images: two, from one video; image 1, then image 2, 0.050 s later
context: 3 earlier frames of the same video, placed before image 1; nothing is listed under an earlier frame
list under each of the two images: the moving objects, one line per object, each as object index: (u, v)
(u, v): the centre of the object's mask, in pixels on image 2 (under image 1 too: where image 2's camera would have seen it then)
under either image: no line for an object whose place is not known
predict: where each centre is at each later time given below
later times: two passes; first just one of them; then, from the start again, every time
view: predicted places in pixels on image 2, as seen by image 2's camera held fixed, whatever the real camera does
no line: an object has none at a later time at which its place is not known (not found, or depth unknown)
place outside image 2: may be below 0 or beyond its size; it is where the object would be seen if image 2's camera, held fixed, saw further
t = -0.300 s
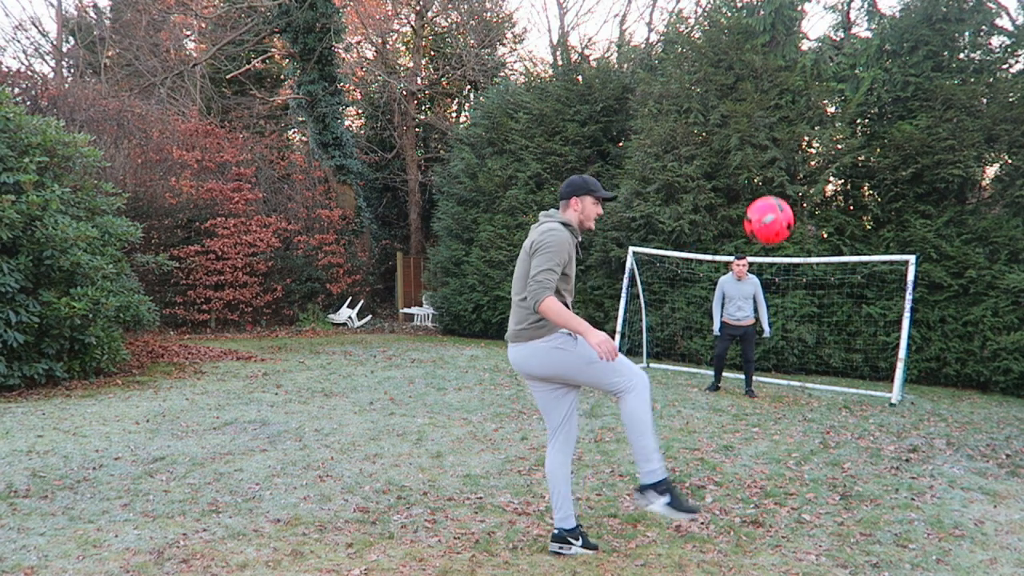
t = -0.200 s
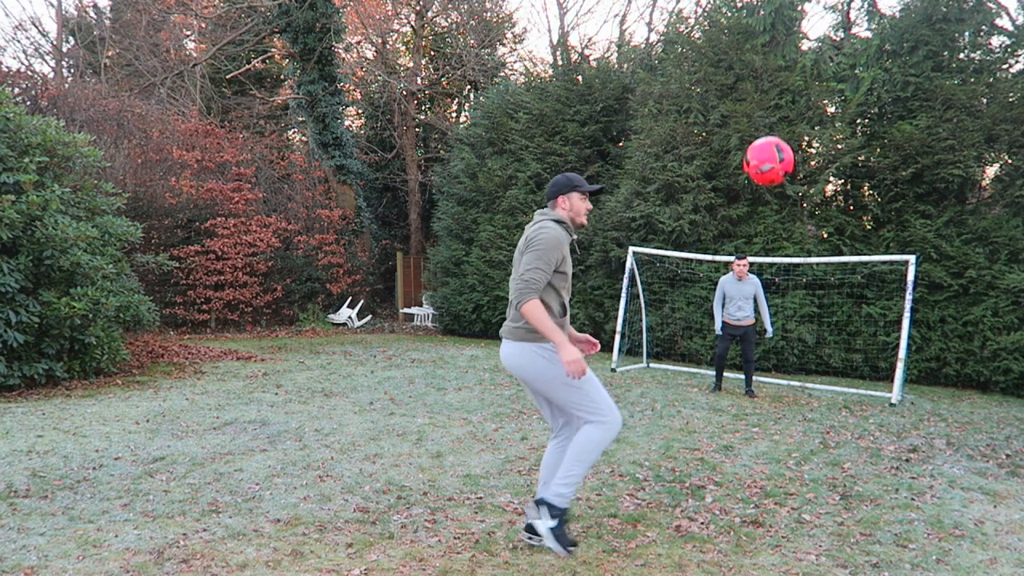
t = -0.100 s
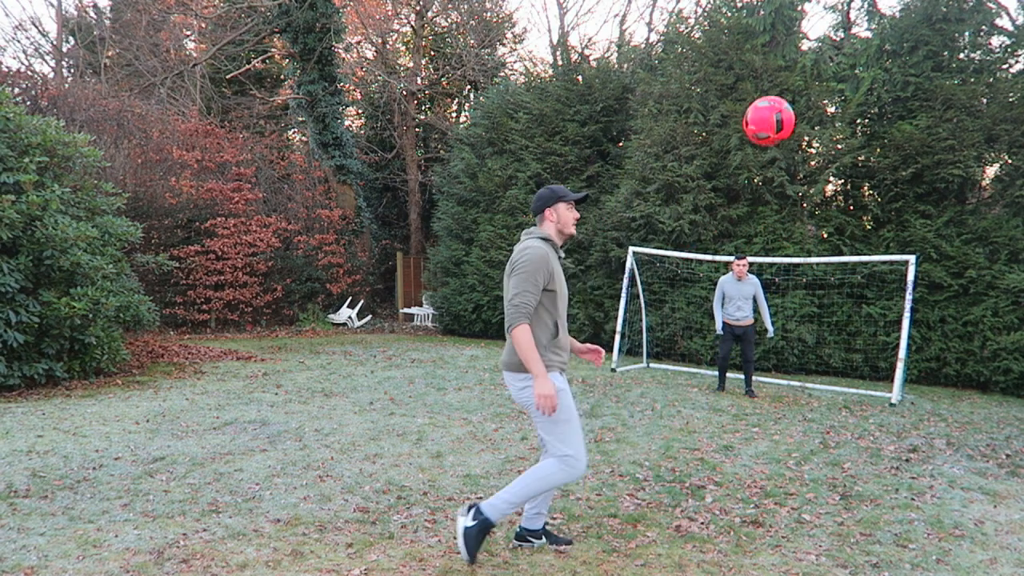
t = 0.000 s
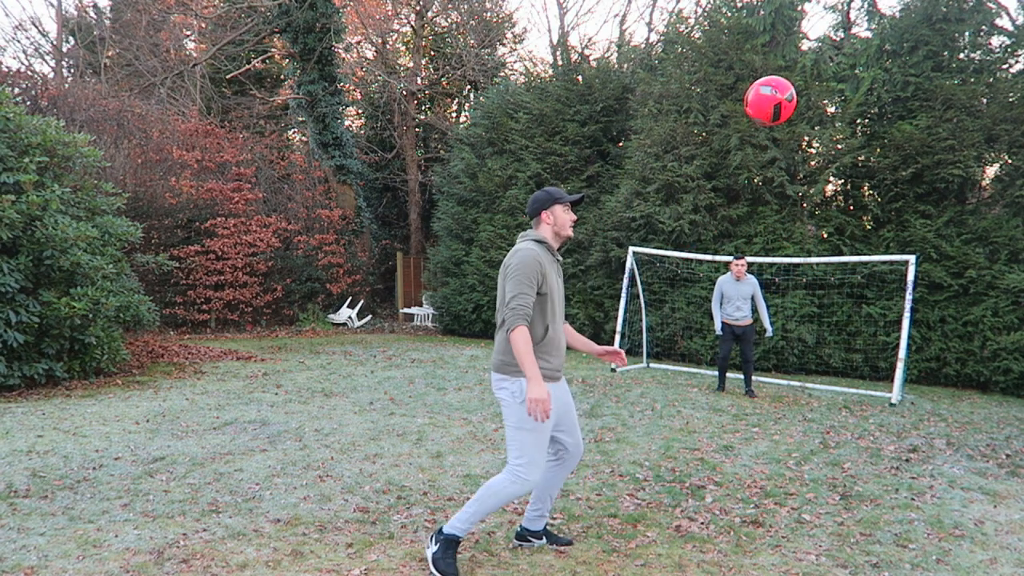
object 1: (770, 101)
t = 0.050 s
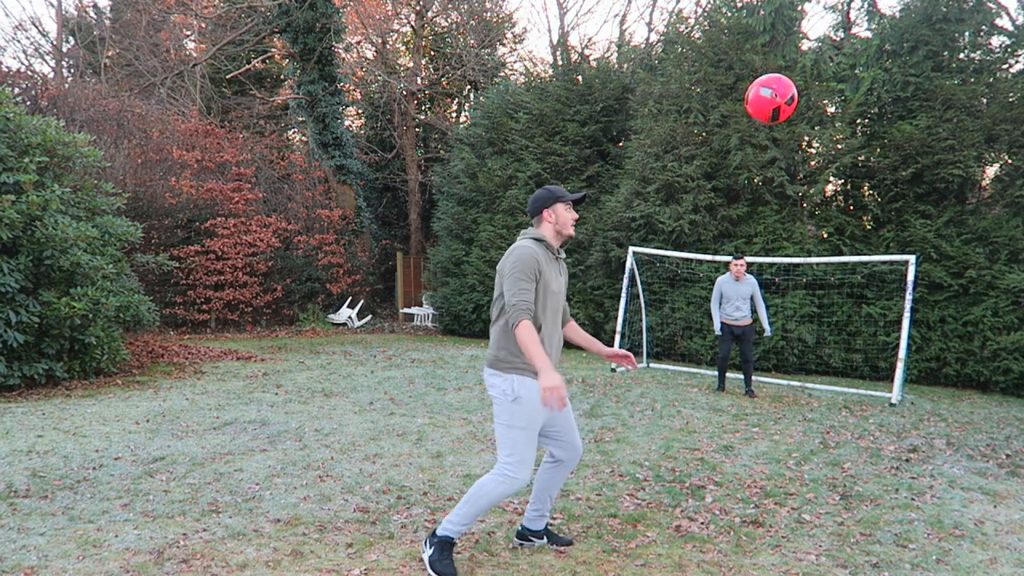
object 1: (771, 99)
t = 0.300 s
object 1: (778, 173)
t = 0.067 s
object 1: (771, 99)
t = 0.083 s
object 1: (772, 100)
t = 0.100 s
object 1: (772, 102)
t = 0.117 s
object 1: (772, 104)
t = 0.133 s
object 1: (773, 107)
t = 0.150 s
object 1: (773, 111)
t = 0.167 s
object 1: (774, 115)
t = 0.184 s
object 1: (774, 120)
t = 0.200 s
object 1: (775, 126)
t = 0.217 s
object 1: (775, 132)
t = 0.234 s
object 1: (775, 138)
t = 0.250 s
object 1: (776, 146)
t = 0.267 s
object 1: (776, 154)
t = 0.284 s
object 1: (777, 163)
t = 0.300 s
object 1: (778, 173)
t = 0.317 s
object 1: (778, 183)
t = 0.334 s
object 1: (779, 195)
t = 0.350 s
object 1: (780, 206)
